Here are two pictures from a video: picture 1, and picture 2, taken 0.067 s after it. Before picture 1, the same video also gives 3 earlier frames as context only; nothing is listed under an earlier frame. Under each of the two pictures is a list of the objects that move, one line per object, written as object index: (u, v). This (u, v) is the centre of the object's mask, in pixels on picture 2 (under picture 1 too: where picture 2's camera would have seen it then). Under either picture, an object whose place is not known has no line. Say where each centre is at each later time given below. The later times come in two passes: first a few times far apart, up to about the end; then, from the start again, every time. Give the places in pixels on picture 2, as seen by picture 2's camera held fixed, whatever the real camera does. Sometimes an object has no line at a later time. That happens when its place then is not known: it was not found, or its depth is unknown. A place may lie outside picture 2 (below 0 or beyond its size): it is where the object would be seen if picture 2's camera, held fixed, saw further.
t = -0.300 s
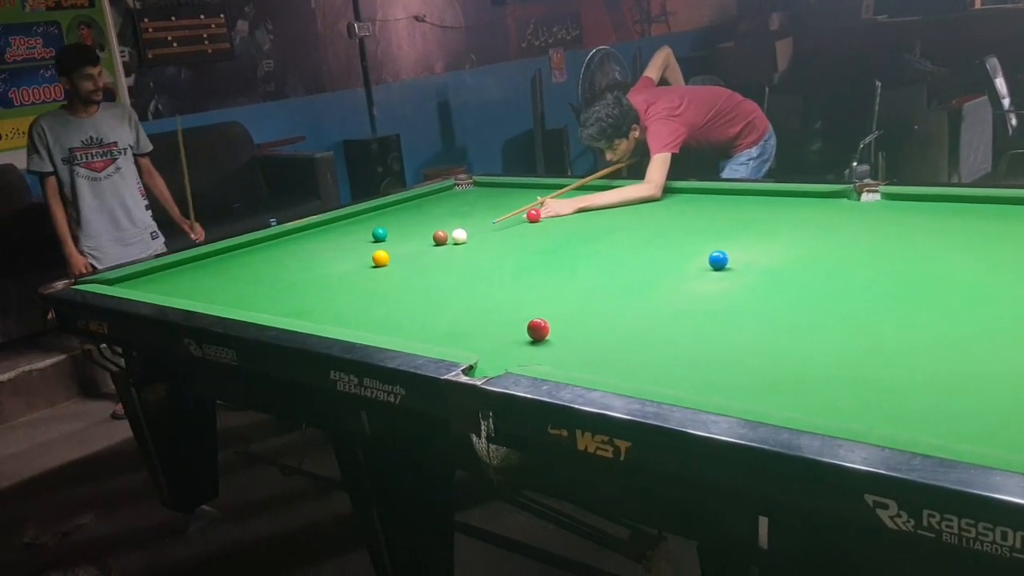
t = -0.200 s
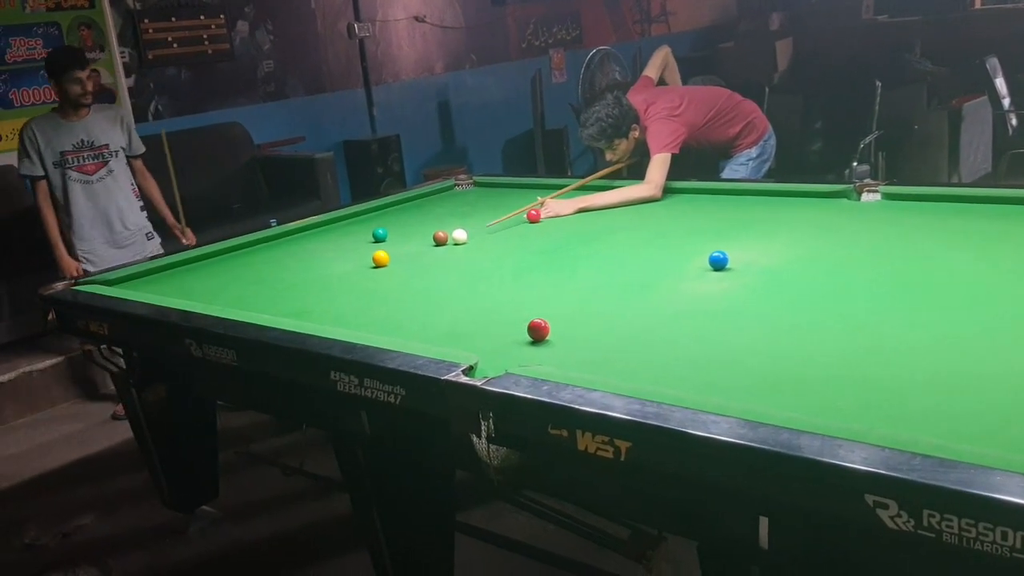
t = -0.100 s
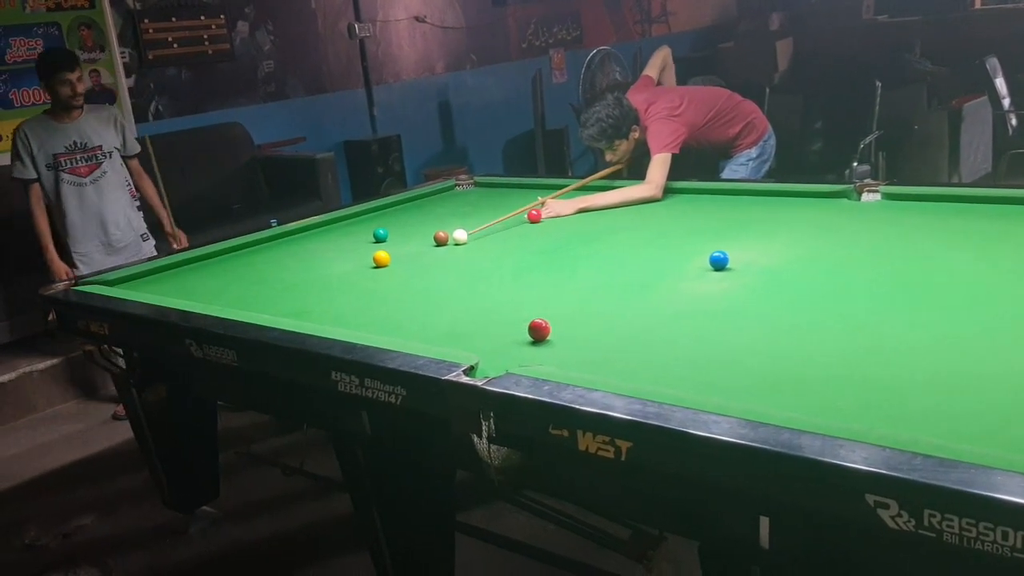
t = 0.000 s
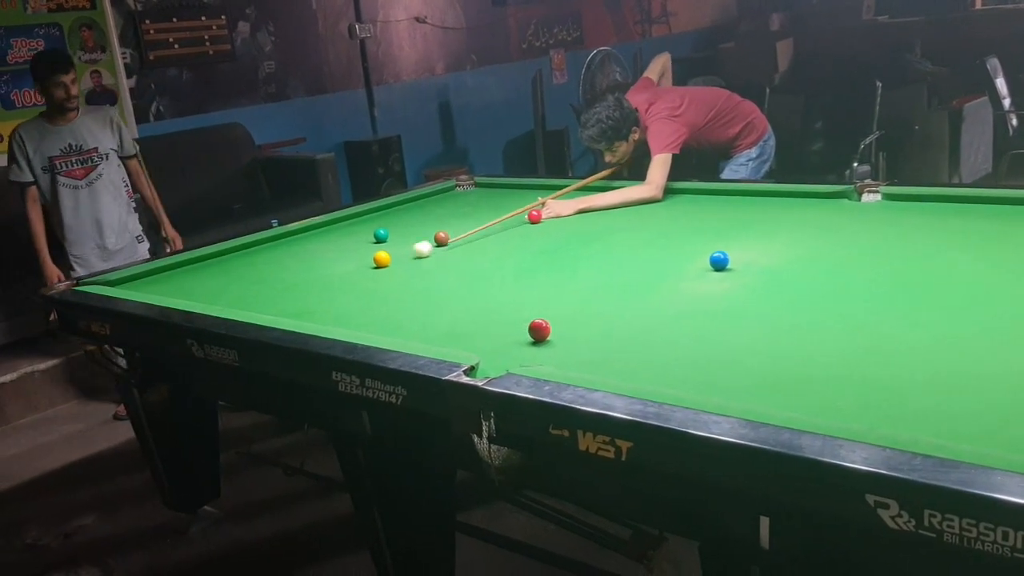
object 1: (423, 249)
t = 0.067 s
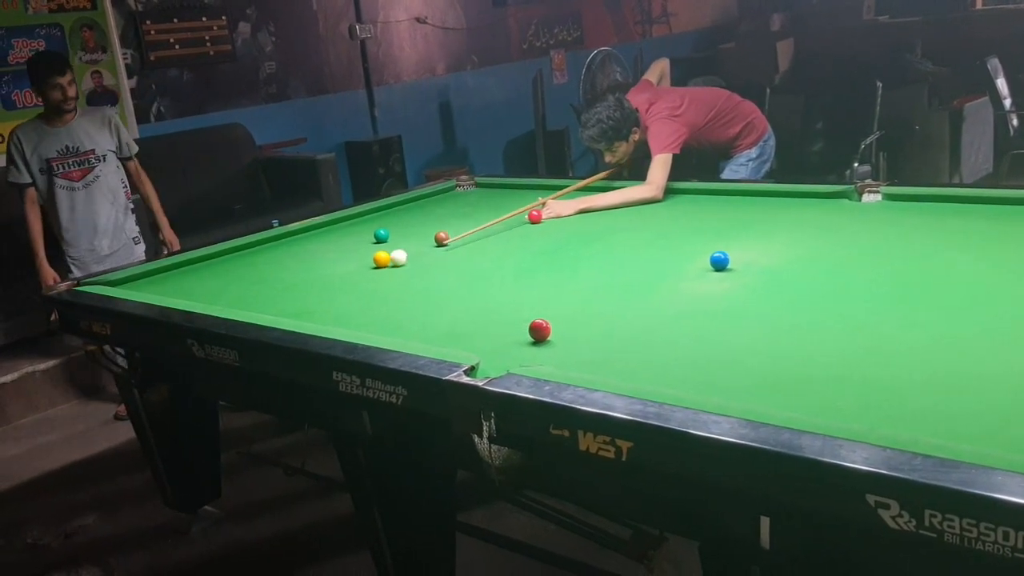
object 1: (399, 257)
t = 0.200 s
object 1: (383, 270)
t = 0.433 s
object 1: (352, 293)
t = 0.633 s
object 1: (323, 315)
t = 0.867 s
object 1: (354, 316)
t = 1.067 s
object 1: (404, 305)
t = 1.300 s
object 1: (457, 295)
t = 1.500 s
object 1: (499, 286)
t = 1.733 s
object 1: (545, 277)
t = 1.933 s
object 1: (582, 269)
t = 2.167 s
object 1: (622, 261)
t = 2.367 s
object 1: (654, 255)
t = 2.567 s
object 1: (685, 249)
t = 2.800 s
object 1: (717, 242)
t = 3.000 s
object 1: (743, 237)
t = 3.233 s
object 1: (772, 231)
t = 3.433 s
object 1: (795, 227)
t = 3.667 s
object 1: (819, 222)
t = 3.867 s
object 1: (837, 218)
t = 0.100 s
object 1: (395, 260)
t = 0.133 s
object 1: (391, 263)
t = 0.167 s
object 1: (387, 266)
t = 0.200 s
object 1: (383, 270)
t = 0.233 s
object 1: (379, 273)
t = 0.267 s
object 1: (375, 276)
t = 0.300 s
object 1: (370, 279)
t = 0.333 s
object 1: (366, 282)
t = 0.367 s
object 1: (361, 286)
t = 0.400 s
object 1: (357, 289)
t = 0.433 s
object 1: (352, 293)
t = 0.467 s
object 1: (348, 296)
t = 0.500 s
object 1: (343, 300)
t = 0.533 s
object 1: (338, 304)
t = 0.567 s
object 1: (333, 307)
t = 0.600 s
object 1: (328, 311)
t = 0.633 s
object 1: (323, 315)
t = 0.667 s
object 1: (318, 317)
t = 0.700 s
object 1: (313, 319)
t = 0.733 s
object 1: (320, 319)
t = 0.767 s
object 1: (329, 318)
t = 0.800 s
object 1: (338, 318)
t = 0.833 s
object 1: (346, 317)
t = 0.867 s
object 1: (354, 316)
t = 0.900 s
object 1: (362, 314)
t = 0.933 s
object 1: (371, 312)
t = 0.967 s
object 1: (379, 310)
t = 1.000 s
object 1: (387, 309)
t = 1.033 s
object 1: (396, 307)
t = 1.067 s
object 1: (404, 305)
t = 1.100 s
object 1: (412, 304)
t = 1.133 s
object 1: (419, 302)
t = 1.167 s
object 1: (427, 301)
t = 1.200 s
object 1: (435, 299)
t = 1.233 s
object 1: (442, 298)
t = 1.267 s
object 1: (449, 296)
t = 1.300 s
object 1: (457, 295)
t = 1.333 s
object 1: (464, 293)
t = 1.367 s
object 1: (471, 292)
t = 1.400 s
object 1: (478, 290)
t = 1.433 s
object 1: (486, 289)
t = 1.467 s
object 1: (492, 288)
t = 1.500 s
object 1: (499, 286)
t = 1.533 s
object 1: (506, 285)
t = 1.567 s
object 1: (513, 283)
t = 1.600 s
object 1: (519, 282)
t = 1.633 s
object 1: (526, 281)
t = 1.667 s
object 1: (533, 279)
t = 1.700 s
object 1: (539, 278)
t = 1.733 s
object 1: (545, 277)
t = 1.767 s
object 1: (552, 275)
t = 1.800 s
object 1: (558, 274)
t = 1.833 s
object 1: (564, 273)
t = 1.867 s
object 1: (570, 272)
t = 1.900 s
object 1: (576, 270)
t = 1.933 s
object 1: (582, 269)
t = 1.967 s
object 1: (588, 268)
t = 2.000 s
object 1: (594, 267)
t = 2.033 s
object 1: (599, 266)
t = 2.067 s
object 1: (605, 264)
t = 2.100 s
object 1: (611, 263)
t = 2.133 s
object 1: (616, 262)
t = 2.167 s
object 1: (622, 261)
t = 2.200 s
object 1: (627, 260)
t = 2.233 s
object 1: (633, 259)
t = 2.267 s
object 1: (638, 258)
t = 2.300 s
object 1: (644, 257)
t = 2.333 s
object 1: (649, 256)
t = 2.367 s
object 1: (654, 255)
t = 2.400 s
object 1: (659, 254)
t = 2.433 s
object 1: (665, 252)
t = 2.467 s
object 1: (669, 251)
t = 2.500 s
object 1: (674, 250)
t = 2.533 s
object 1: (679, 250)
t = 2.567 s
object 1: (685, 249)
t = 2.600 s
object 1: (689, 248)
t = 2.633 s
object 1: (694, 247)
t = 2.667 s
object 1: (699, 246)
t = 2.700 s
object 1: (703, 245)
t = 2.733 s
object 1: (708, 244)
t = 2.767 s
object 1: (713, 243)
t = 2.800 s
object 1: (717, 242)
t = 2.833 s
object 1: (722, 241)
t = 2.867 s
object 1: (726, 241)
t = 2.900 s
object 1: (731, 240)
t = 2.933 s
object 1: (735, 238)
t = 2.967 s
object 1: (739, 238)
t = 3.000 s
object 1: (743, 237)
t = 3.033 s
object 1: (747, 236)
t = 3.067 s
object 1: (752, 235)
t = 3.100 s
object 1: (756, 234)
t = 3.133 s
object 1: (760, 234)
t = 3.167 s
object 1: (764, 233)
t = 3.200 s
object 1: (768, 232)
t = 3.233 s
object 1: (772, 231)
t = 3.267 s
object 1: (776, 230)
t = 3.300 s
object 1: (780, 230)
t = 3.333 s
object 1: (783, 229)
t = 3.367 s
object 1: (787, 228)
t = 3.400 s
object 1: (791, 228)
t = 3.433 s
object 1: (795, 227)
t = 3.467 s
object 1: (798, 226)
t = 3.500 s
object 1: (802, 226)
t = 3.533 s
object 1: (805, 225)
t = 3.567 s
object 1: (809, 224)
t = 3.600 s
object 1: (812, 224)
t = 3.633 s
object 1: (816, 223)
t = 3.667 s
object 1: (819, 222)
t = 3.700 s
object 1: (822, 222)
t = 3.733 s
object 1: (825, 221)
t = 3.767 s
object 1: (828, 220)
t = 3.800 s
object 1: (831, 220)
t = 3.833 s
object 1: (834, 219)
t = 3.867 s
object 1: (837, 218)
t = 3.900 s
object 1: (840, 218)
